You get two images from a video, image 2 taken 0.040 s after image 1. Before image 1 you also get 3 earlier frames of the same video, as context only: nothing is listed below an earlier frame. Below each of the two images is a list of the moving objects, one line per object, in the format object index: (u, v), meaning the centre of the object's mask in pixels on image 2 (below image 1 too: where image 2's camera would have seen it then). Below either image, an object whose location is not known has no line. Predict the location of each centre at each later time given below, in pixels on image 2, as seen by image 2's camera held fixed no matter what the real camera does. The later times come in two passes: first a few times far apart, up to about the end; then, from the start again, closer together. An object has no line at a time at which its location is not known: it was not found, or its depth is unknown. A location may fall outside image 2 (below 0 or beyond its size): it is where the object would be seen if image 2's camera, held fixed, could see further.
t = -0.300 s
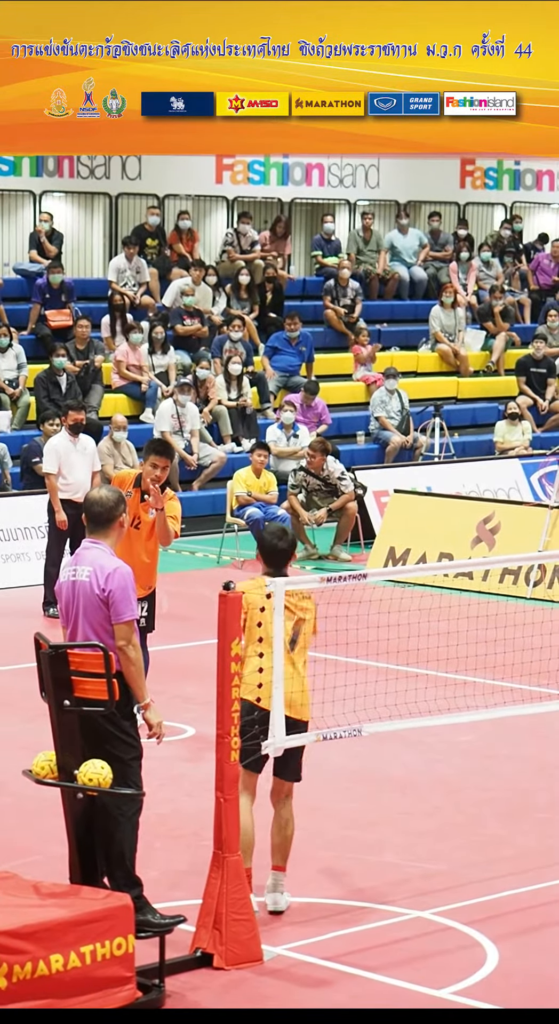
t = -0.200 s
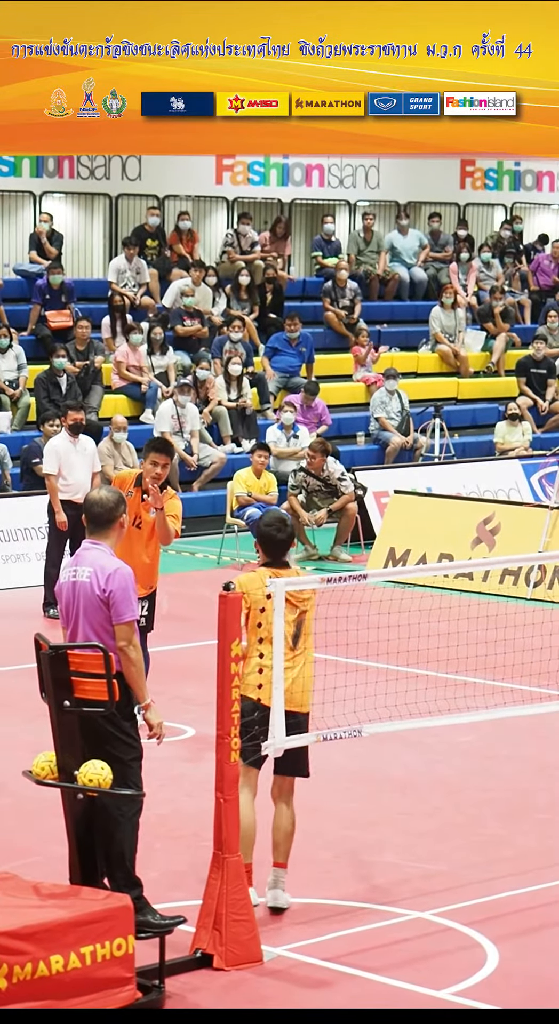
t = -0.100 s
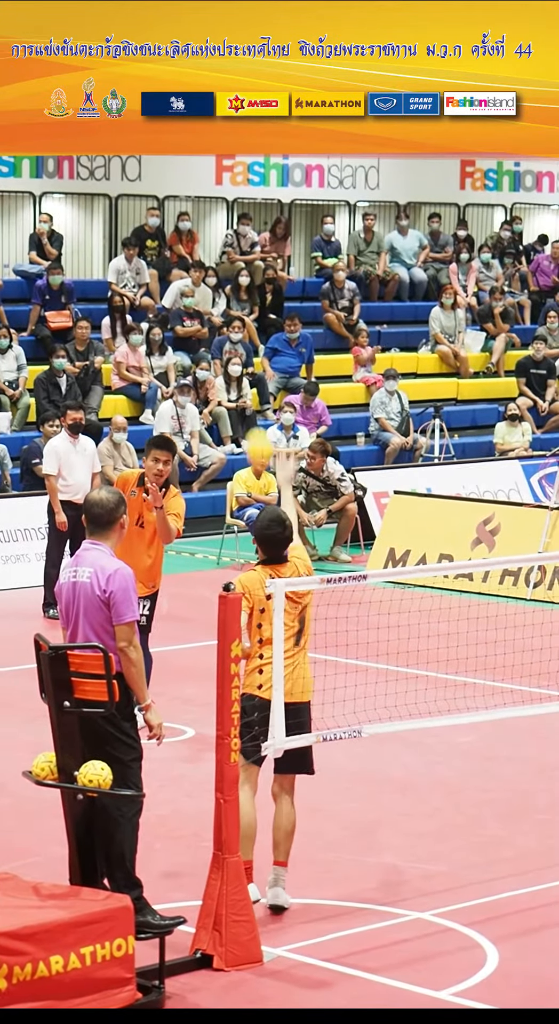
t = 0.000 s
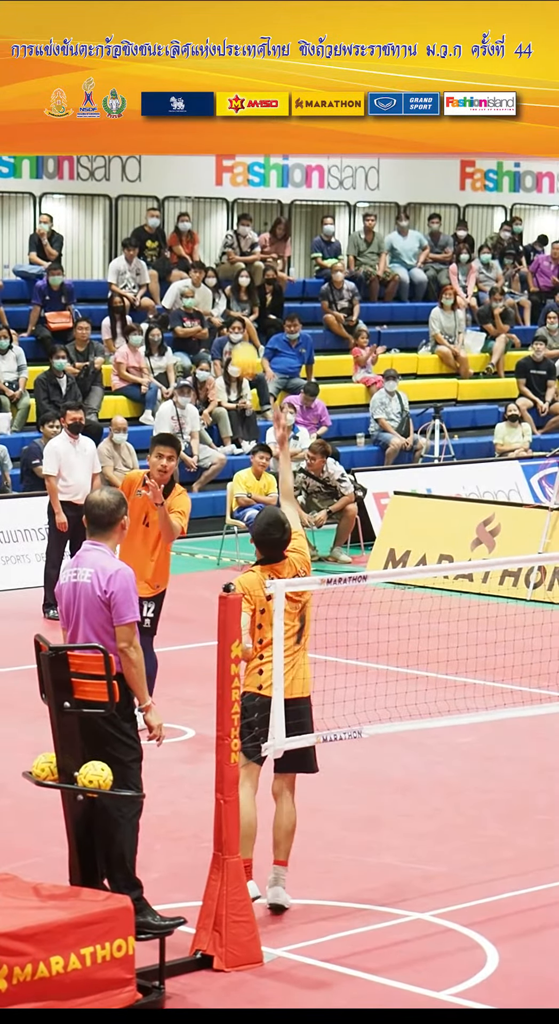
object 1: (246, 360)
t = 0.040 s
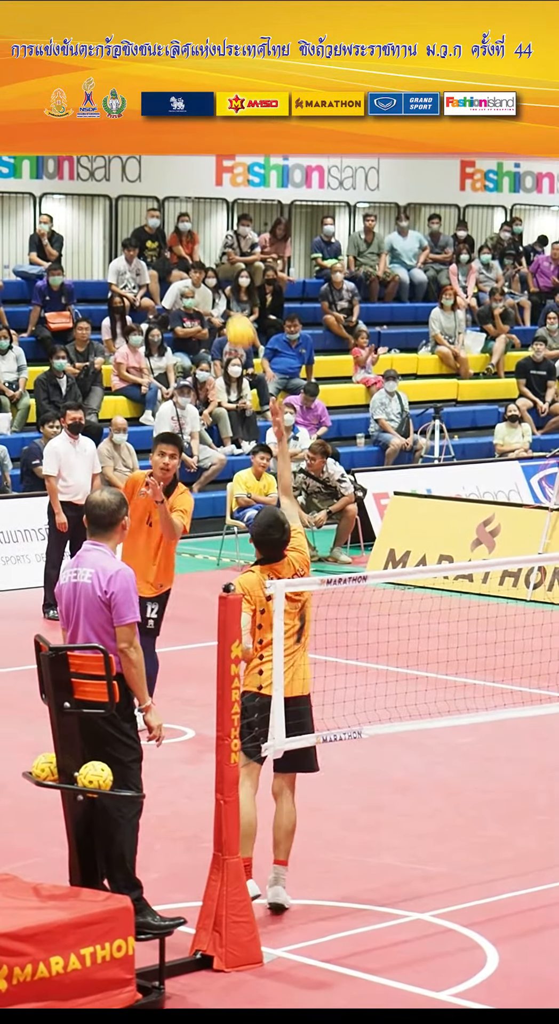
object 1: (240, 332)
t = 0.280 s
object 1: (208, 234)
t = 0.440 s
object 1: (189, 233)
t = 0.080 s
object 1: (234, 307)
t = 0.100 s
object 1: (232, 296)
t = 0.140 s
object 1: (226, 278)
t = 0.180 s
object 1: (222, 262)
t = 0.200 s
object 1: (219, 255)
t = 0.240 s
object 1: (214, 243)
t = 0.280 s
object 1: (208, 234)
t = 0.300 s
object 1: (205, 232)
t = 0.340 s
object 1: (201, 228)
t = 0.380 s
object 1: (196, 228)
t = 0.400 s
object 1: (194, 229)
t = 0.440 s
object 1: (189, 233)
